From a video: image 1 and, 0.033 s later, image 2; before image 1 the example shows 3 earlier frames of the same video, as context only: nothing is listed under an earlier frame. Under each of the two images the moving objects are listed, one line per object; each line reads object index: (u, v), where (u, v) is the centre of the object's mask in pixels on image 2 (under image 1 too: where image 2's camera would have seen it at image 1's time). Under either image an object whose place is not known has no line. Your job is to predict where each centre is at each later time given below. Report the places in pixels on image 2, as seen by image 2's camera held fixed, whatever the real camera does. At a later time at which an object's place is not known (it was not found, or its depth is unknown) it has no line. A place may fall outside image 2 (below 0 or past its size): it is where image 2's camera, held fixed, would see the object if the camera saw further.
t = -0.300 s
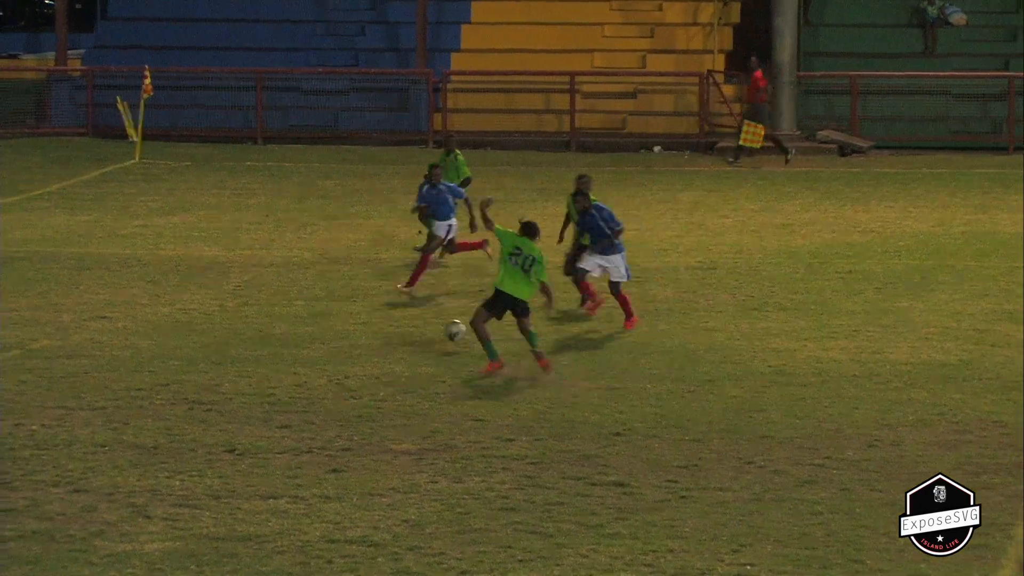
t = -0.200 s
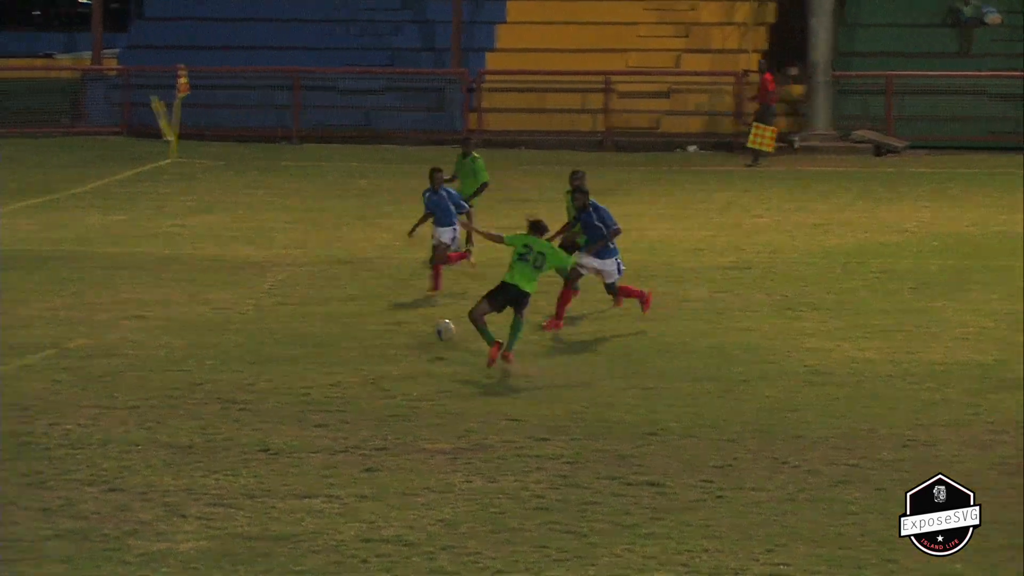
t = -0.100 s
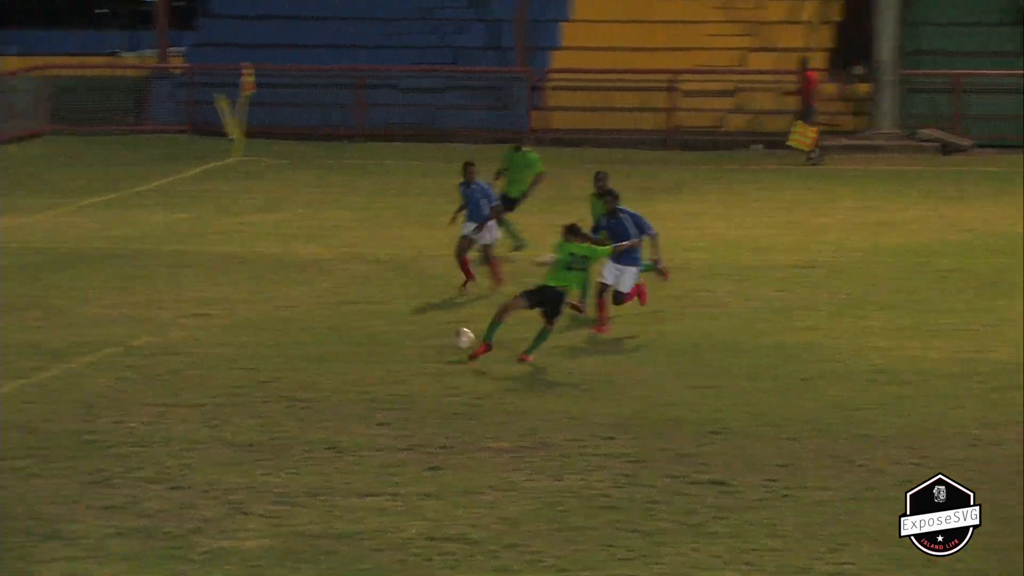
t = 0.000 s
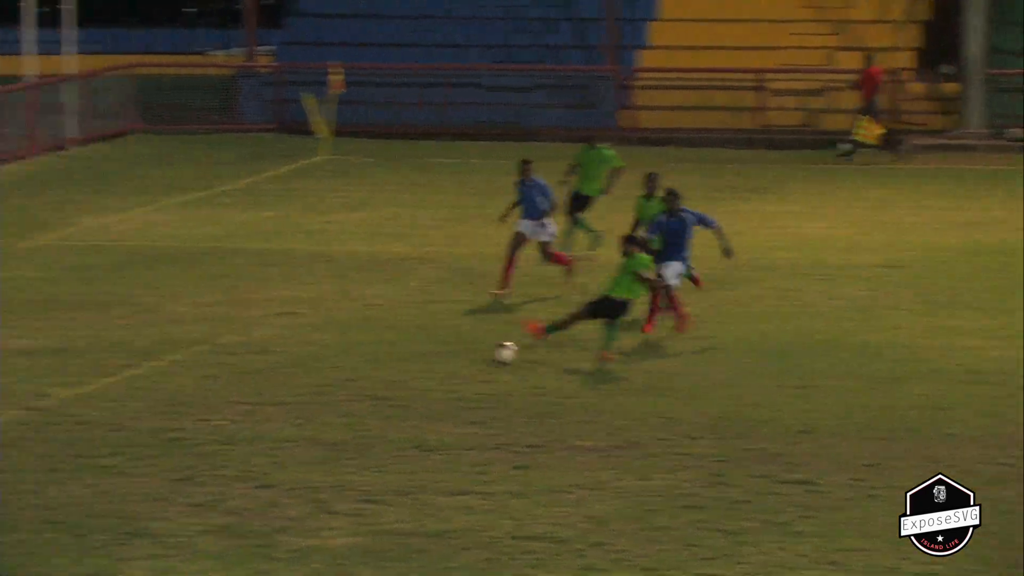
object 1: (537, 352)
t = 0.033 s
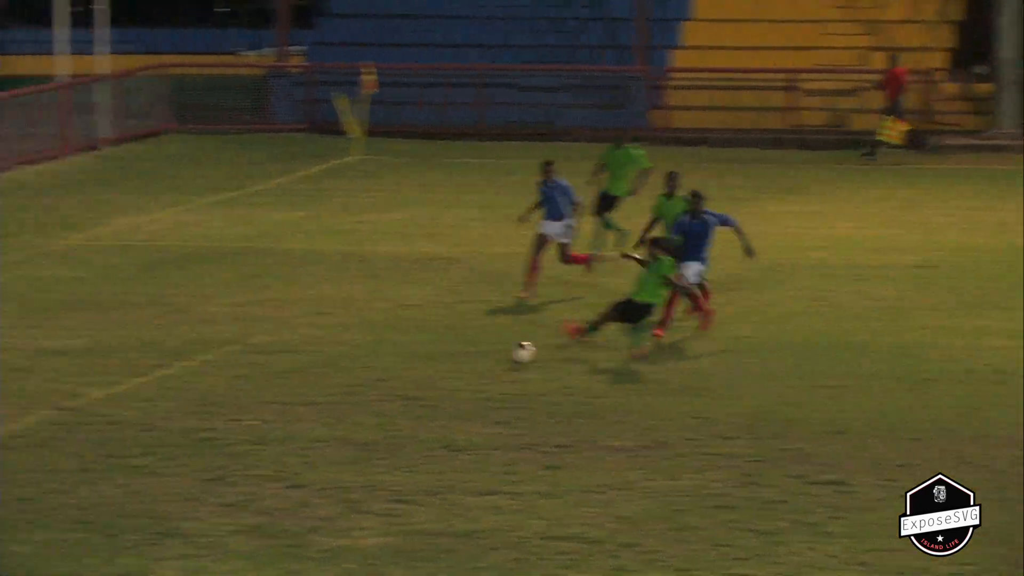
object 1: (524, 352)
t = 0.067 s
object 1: (511, 352)
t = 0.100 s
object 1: (497, 354)
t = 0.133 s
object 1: (484, 357)
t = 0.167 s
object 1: (473, 362)
